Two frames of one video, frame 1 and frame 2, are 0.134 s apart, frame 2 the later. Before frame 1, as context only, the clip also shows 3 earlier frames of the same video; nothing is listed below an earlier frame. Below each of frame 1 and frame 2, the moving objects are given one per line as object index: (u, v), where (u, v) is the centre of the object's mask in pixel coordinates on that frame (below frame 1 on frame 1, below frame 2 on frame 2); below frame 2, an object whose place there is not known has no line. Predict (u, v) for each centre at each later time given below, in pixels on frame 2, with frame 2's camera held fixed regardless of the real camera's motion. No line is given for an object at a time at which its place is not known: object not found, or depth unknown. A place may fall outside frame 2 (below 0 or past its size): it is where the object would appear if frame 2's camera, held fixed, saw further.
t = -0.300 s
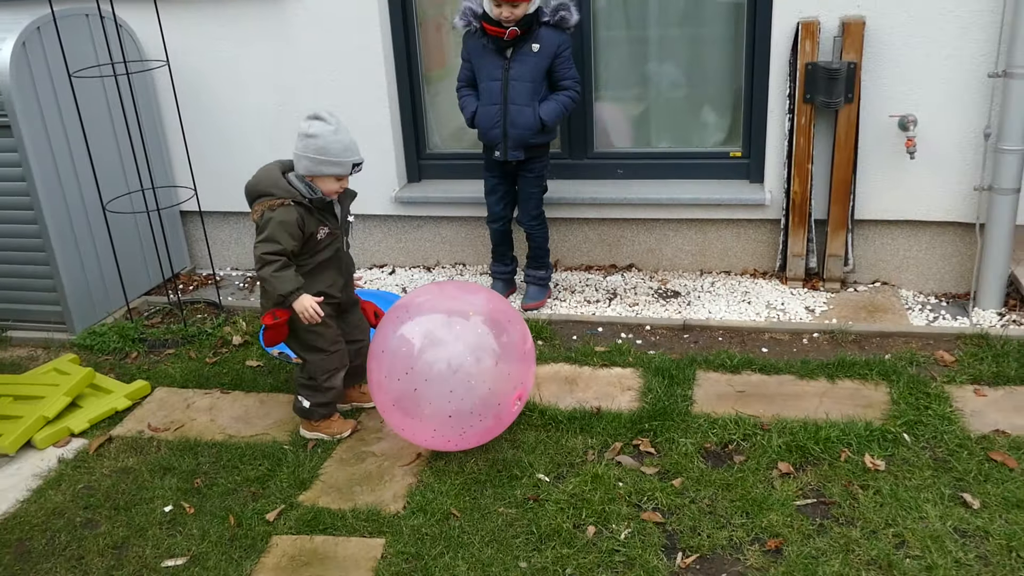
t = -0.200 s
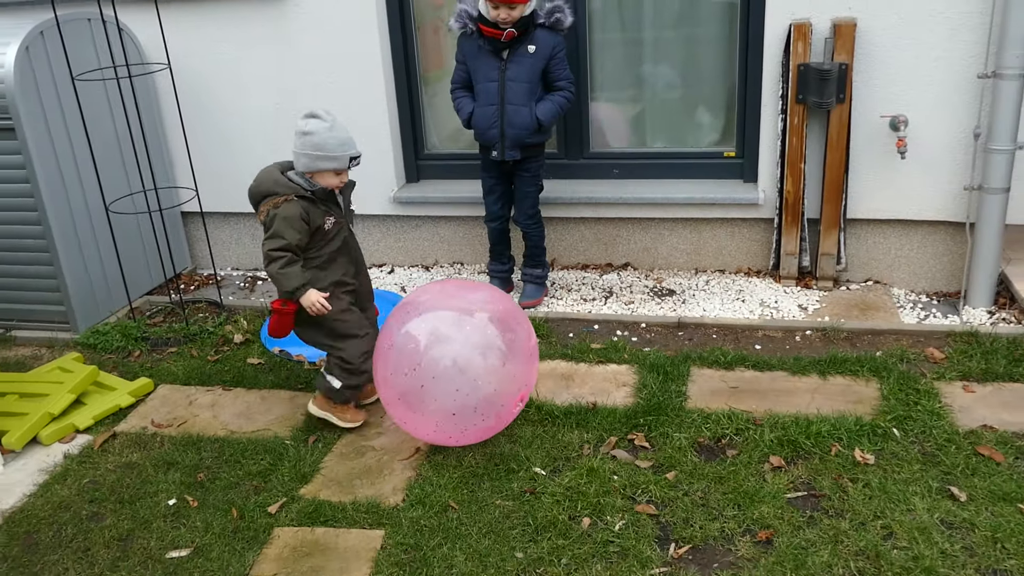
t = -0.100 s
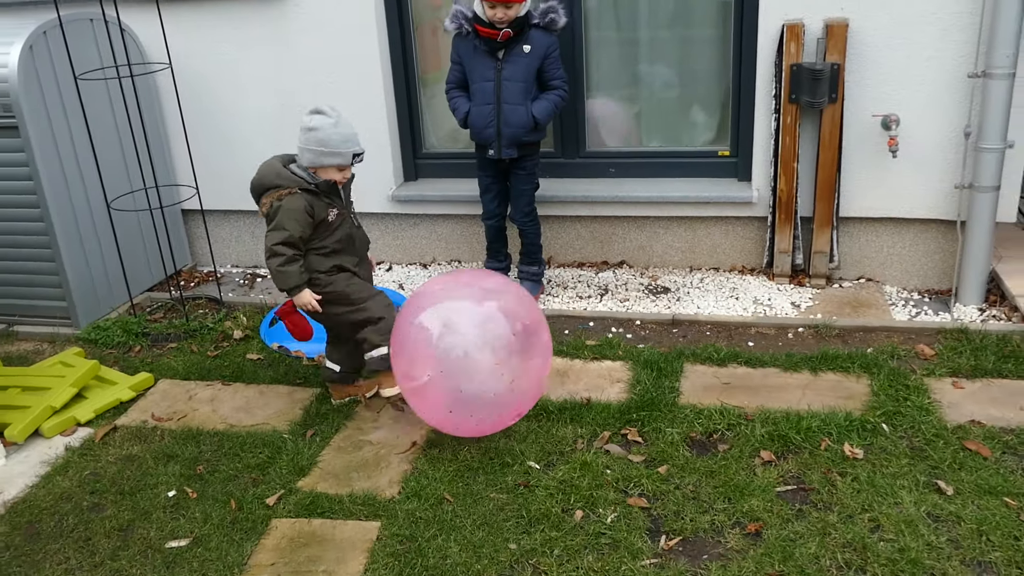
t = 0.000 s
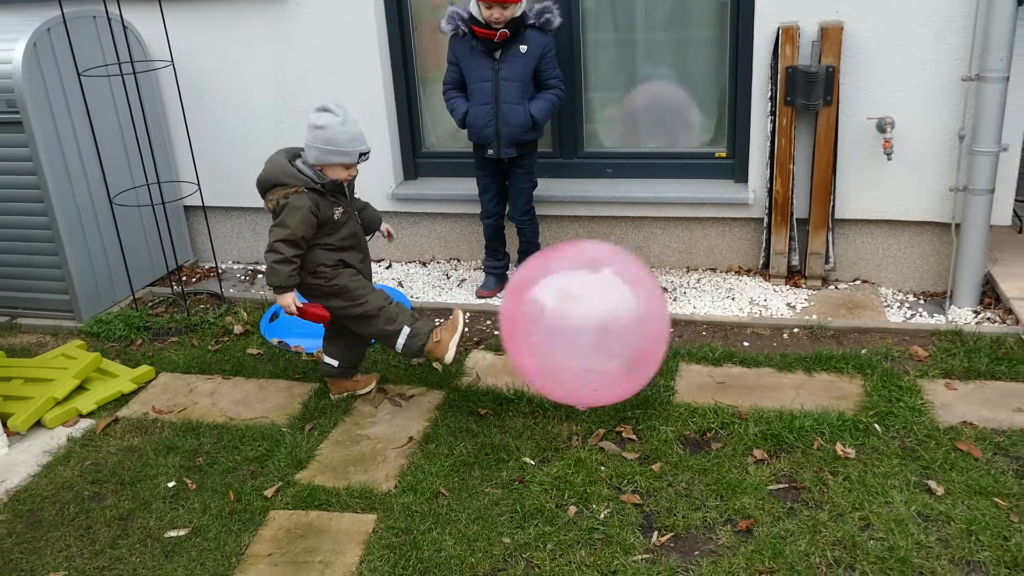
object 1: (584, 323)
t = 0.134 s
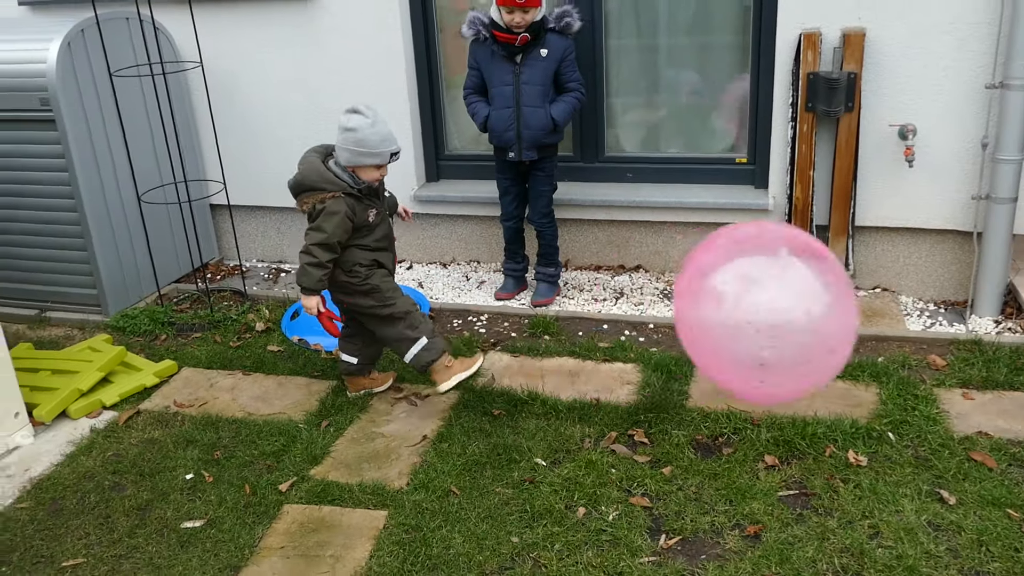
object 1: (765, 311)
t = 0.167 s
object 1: (823, 313)
